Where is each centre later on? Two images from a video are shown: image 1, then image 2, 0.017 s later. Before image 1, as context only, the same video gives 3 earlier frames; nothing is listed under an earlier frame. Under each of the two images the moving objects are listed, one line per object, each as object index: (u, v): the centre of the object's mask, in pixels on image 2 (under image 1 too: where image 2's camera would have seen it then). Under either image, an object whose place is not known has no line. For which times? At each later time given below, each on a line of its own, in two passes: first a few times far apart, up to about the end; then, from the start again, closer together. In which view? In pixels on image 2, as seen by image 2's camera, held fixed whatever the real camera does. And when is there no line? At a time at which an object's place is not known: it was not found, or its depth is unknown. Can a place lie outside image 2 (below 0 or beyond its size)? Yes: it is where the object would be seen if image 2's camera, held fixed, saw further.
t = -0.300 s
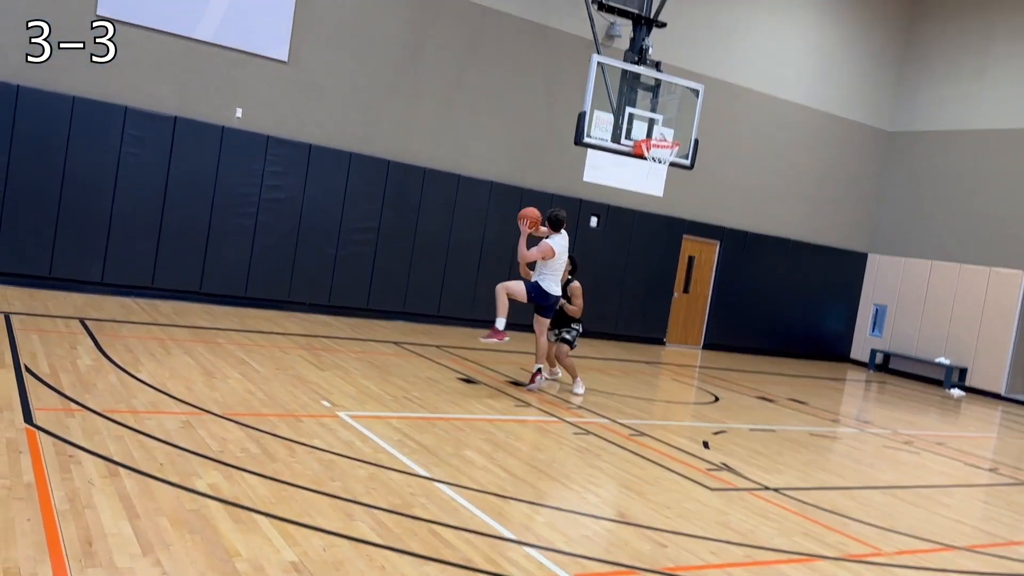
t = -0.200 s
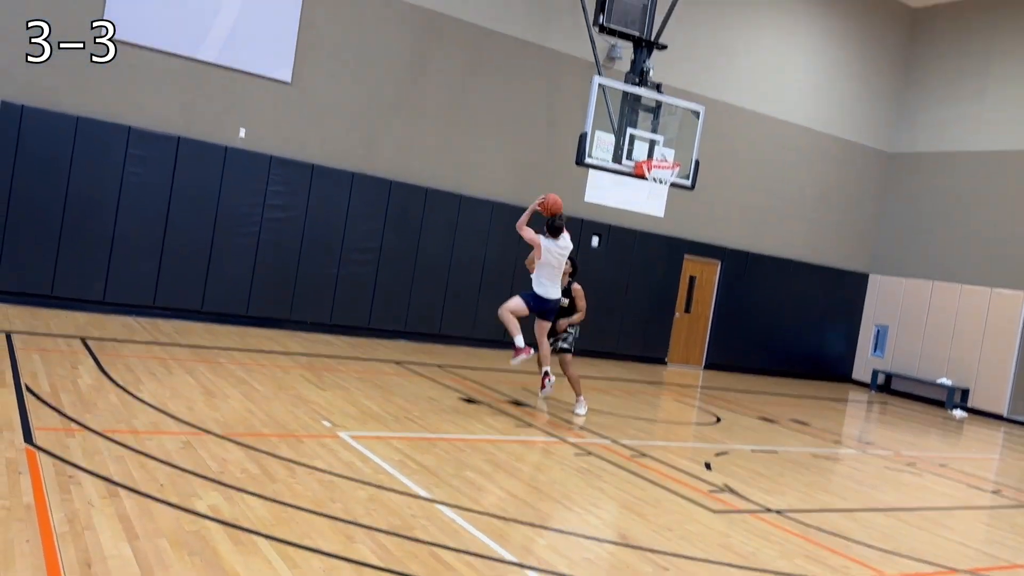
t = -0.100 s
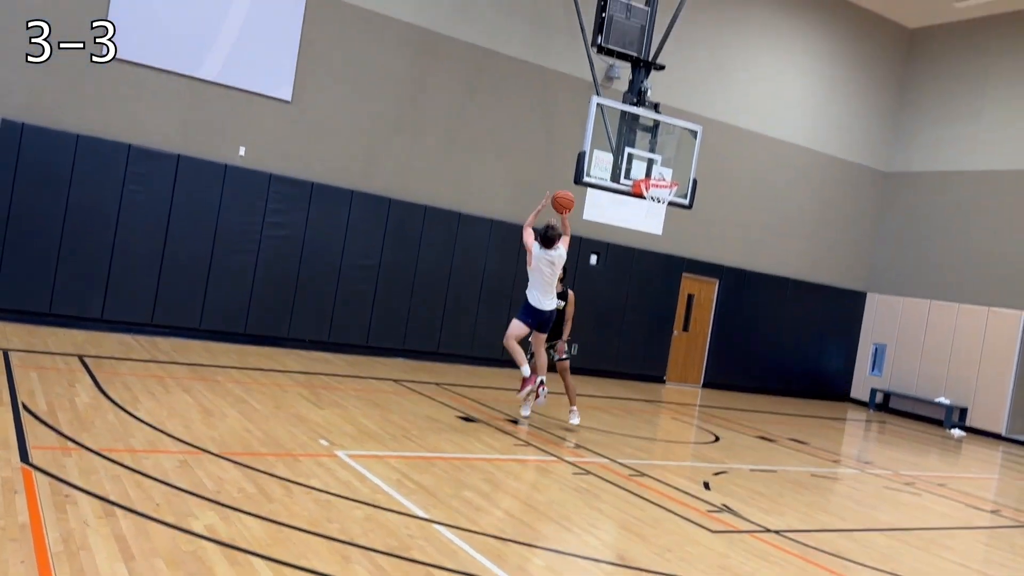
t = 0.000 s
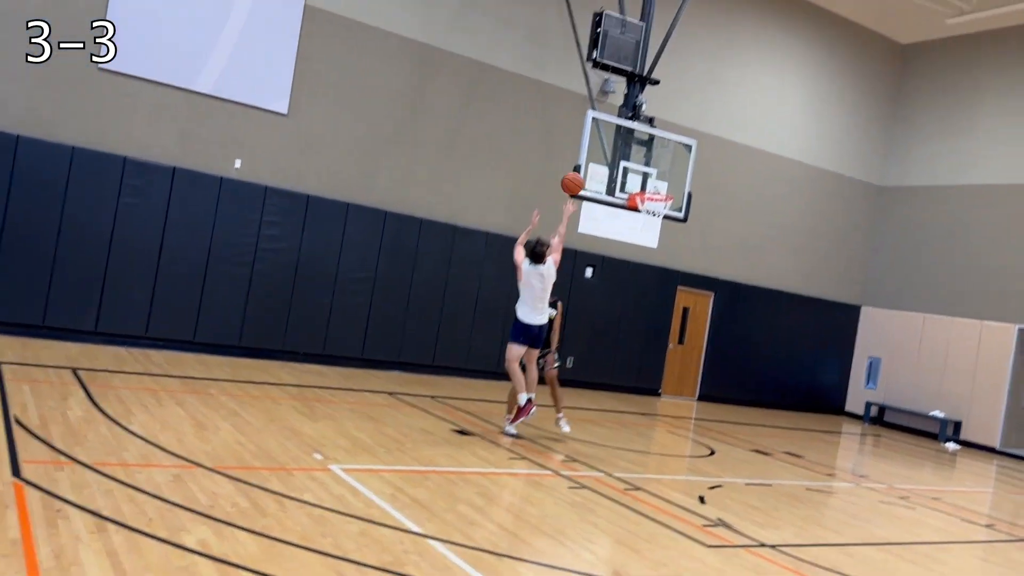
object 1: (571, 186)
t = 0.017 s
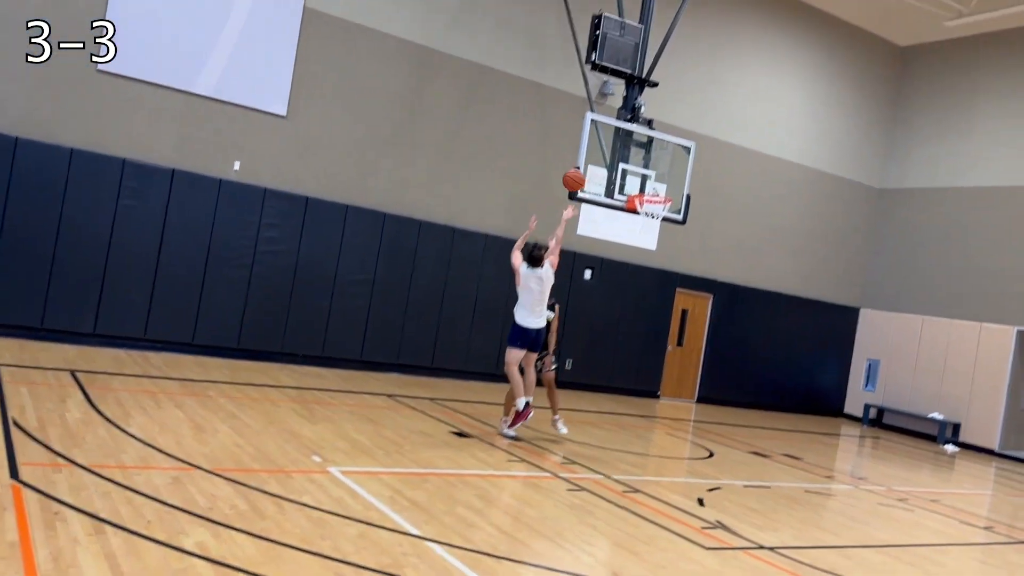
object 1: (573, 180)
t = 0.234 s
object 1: (601, 135)
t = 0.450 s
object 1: (619, 134)
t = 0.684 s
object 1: (641, 164)
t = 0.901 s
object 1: (649, 190)
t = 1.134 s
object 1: (662, 188)
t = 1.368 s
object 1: (651, 195)
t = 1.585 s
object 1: (638, 233)
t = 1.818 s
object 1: (624, 300)
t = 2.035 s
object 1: (606, 397)
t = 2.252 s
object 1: (617, 364)
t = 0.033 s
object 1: (576, 175)
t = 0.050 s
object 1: (579, 170)
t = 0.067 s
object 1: (581, 165)
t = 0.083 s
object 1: (583, 161)
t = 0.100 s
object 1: (586, 156)
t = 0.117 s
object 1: (588, 153)
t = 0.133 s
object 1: (590, 149)
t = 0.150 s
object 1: (592, 146)
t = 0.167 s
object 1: (594, 143)
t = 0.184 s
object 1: (596, 141)
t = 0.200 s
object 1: (598, 138)
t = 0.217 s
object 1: (600, 137)
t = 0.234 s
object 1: (601, 135)
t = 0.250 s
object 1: (603, 133)
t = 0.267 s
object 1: (605, 132)
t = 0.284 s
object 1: (606, 131)
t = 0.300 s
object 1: (608, 130)
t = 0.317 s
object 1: (610, 130)
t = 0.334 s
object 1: (611, 129)
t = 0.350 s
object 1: (612, 129)
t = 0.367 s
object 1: (614, 130)
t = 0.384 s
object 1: (615, 130)
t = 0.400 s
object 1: (616, 130)
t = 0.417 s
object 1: (617, 131)
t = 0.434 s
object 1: (618, 132)
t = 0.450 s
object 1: (619, 134)
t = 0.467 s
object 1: (620, 135)
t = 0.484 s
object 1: (621, 137)
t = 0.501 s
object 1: (622, 138)
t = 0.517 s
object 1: (623, 140)
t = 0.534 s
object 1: (624, 142)
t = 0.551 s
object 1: (624, 145)
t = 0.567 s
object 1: (625, 147)
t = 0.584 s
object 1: (626, 150)
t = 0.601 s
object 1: (627, 152)
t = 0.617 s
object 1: (629, 154)
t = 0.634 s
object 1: (633, 156)
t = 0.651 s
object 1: (635, 159)
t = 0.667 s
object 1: (638, 162)
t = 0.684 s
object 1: (641, 164)
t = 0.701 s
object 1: (643, 168)
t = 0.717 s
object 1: (646, 171)
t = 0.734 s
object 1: (648, 174)
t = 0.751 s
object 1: (651, 178)
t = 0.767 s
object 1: (654, 182)
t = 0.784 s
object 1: (656, 186)
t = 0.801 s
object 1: (659, 189)
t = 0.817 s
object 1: (661, 191)
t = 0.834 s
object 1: (660, 191)
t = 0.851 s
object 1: (657, 190)
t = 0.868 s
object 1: (654, 190)
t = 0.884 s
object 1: (651, 190)
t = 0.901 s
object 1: (649, 190)
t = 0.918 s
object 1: (646, 190)
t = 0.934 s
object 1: (645, 190)
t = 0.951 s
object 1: (647, 190)
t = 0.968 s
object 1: (649, 189)
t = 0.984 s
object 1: (651, 189)
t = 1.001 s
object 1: (653, 189)
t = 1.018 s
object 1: (656, 189)
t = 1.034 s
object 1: (658, 189)
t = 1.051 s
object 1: (660, 190)
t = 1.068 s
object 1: (662, 190)
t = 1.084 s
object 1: (663, 190)
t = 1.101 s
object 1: (663, 189)
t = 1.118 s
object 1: (662, 189)
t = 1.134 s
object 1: (662, 188)
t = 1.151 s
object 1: (661, 187)
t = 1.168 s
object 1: (660, 187)
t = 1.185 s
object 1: (660, 186)
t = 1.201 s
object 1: (660, 186)
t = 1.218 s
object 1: (659, 186)
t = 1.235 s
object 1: (658, 186)
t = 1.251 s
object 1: (657, 187)
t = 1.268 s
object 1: (657, 187)
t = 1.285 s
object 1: (656, 187)
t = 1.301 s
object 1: (655, 188)
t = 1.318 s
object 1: (654, 189)
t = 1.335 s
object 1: (653, 189)
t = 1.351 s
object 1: (652, 190)
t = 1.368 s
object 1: (651, 195)
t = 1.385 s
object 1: (650, 197)
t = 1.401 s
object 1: (650, 201)
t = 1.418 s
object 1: (647, 203)
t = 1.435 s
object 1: (646, 206)
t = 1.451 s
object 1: (645, 208)
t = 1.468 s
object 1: (645, 211)
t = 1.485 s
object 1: (643, 214)
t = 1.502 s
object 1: (642, 217)
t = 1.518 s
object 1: (641, 220)
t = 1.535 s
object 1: (640, 223)
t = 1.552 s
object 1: (639, 226)
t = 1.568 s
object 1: (638, 233)
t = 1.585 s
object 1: (638, 233)
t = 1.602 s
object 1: (637, 236)
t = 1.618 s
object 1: (636, 240)
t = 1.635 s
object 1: (636, 244)
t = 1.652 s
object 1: (635, 248)
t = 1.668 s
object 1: (634, 252)
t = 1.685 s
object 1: (632, 257)
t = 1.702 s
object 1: (632, 261)
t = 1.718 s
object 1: (631, 266)
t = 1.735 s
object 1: (630, 271)
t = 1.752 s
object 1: (629, 276)
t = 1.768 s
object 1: (628, 282)
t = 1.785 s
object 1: (627, 288)
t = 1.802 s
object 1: (625, 294)
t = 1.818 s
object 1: (624, 300)
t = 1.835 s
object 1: (623, 306)
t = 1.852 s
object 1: (622, 313)
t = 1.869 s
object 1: (620, 319)
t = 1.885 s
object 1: (619, 326)
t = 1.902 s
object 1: (618, 334)
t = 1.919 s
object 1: (617, 341)
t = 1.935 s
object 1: (615, 349)
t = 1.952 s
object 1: (614, 356)
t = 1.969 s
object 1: (612, 364)
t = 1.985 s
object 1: (610, 372)
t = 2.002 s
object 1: (609, 380)
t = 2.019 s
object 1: (607, 388)
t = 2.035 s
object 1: (606, 397)
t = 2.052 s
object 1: (604, 406)
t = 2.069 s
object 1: (602, 416)
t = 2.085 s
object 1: (601, 423)
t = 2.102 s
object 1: (602, 418)
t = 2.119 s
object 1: (604, 411)
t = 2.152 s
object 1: (608, 397)
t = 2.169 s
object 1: (610, 391)
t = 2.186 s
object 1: (611, 385)
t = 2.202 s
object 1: (612, 380)
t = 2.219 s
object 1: (614, 375)
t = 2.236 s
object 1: (615, 369)
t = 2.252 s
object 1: (617, 364)
